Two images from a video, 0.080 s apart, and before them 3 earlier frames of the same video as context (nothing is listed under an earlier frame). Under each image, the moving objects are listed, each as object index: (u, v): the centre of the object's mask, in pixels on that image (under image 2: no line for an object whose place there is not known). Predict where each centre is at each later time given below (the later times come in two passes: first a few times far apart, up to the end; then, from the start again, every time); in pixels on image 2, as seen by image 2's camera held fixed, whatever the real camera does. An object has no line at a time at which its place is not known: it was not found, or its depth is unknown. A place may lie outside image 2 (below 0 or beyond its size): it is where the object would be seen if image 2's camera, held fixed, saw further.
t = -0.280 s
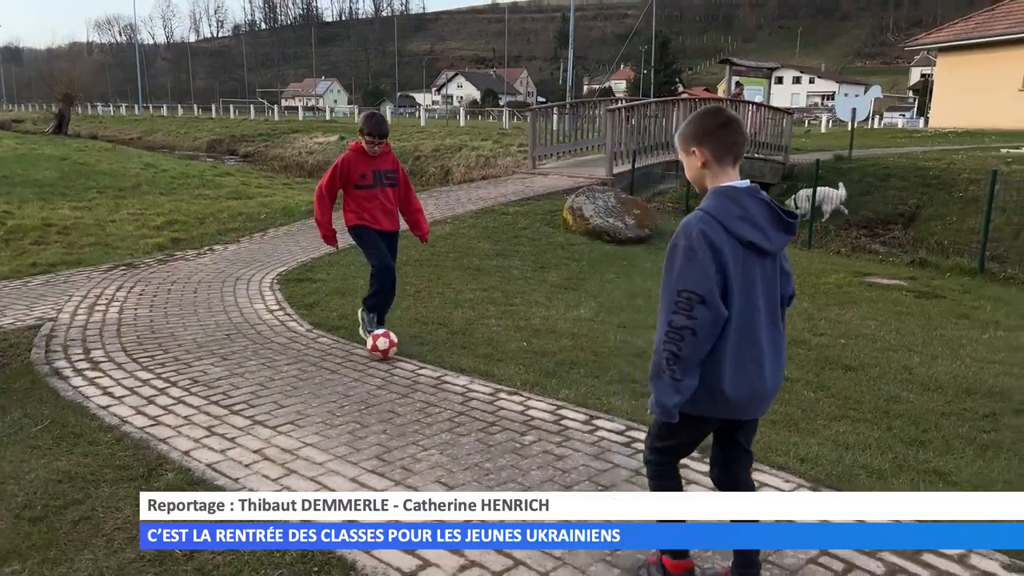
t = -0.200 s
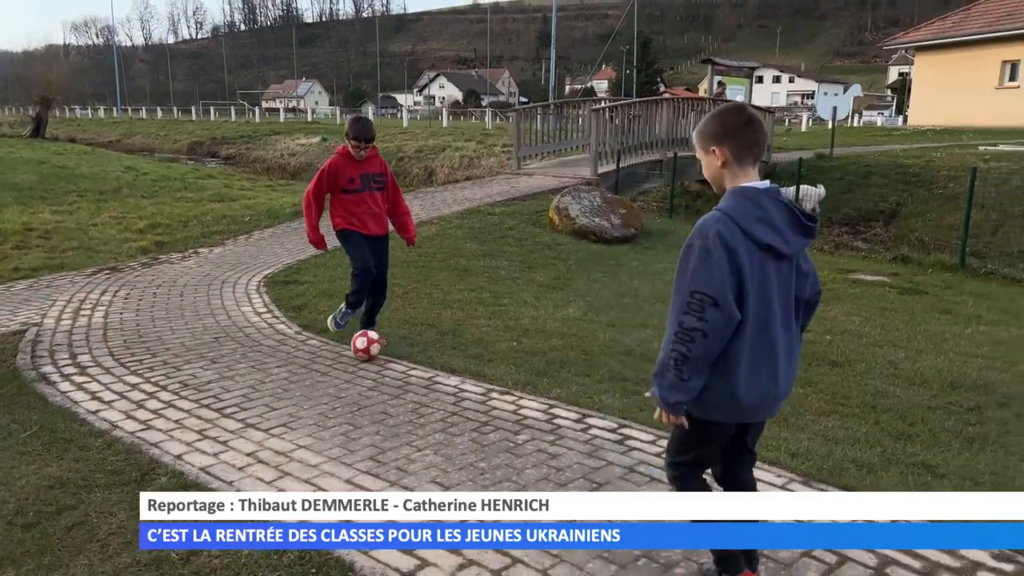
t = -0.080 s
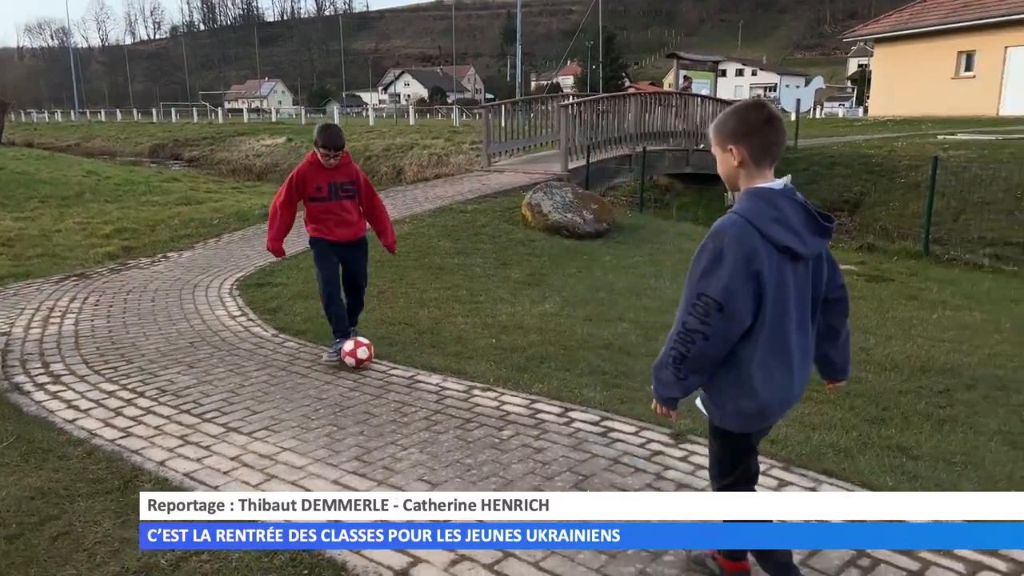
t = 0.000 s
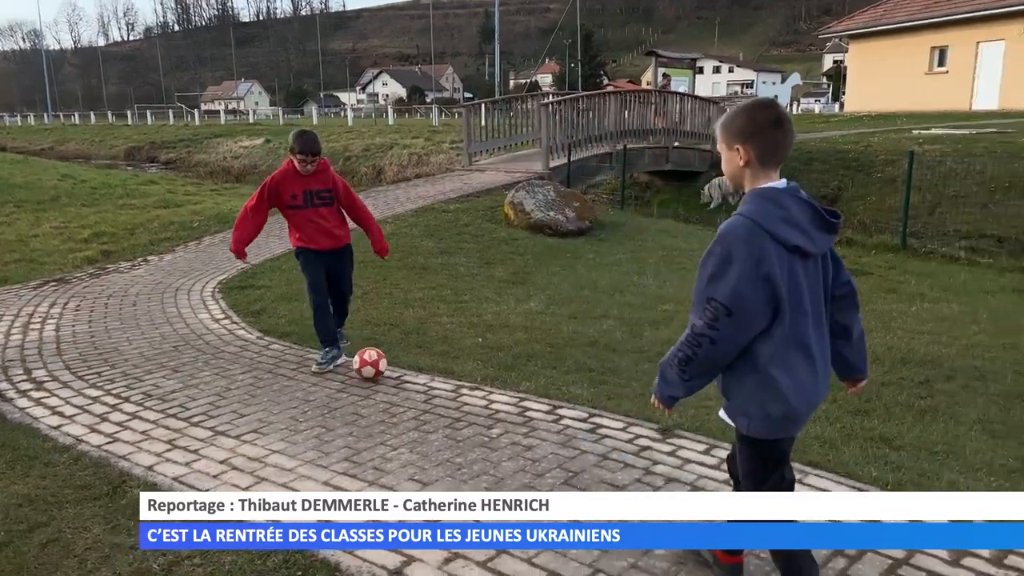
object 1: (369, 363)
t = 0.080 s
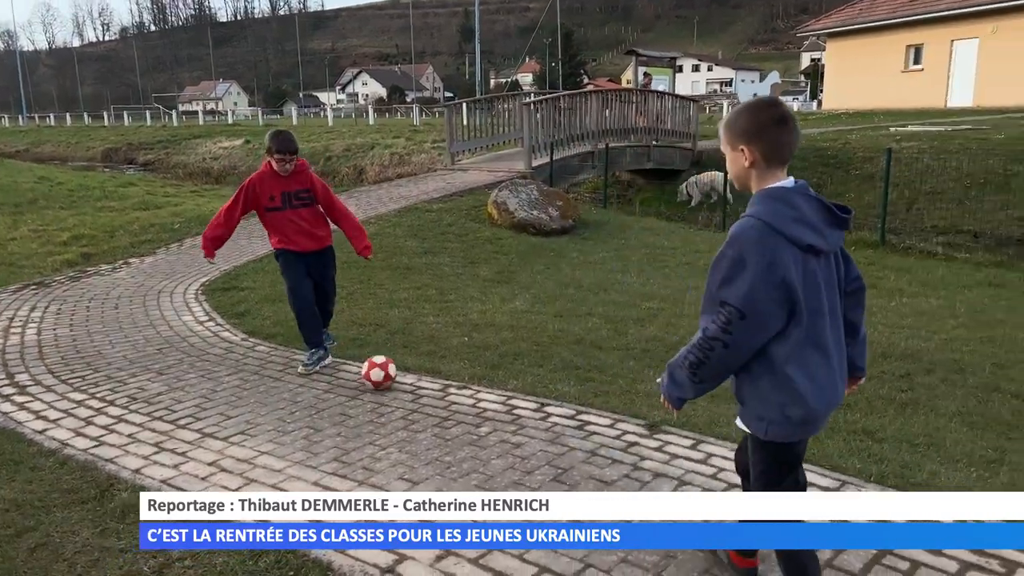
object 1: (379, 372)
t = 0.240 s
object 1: (419, 388)
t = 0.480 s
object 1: (486, 412)
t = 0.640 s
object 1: (538, 429)
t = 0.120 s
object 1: (389, 375)
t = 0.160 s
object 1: (399, 379)
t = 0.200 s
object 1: (409, 383)
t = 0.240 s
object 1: (419, 388)
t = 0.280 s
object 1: (430, 391)
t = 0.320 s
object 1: (441, 397)
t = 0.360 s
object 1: (452, 399)
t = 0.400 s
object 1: (464, 402)
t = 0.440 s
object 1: (475, 409)
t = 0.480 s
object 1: (486, 412)
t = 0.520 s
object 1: (499, 417)
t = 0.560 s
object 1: (511, 422)
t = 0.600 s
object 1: (525, 423)
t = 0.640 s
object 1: (538, 429)
